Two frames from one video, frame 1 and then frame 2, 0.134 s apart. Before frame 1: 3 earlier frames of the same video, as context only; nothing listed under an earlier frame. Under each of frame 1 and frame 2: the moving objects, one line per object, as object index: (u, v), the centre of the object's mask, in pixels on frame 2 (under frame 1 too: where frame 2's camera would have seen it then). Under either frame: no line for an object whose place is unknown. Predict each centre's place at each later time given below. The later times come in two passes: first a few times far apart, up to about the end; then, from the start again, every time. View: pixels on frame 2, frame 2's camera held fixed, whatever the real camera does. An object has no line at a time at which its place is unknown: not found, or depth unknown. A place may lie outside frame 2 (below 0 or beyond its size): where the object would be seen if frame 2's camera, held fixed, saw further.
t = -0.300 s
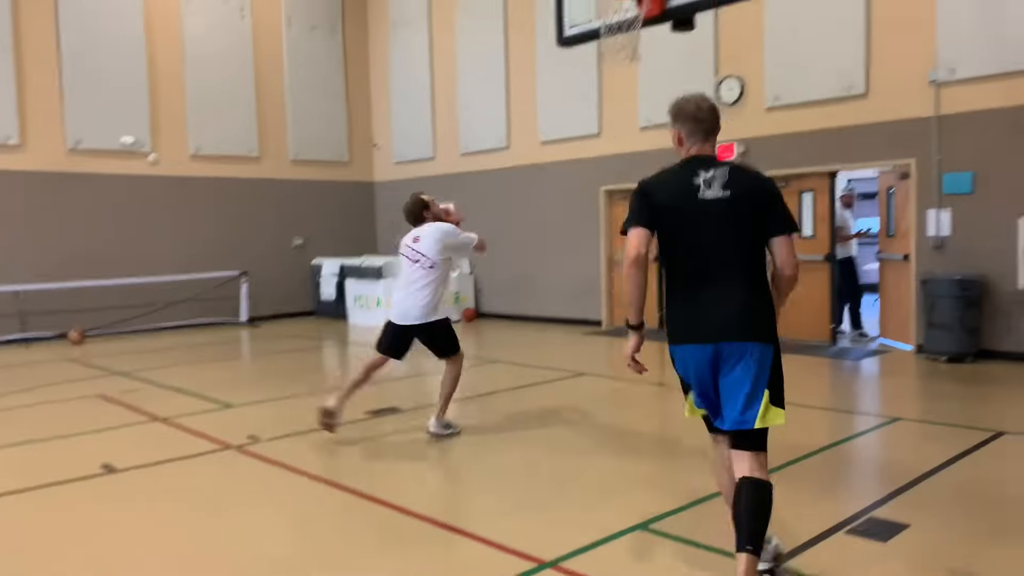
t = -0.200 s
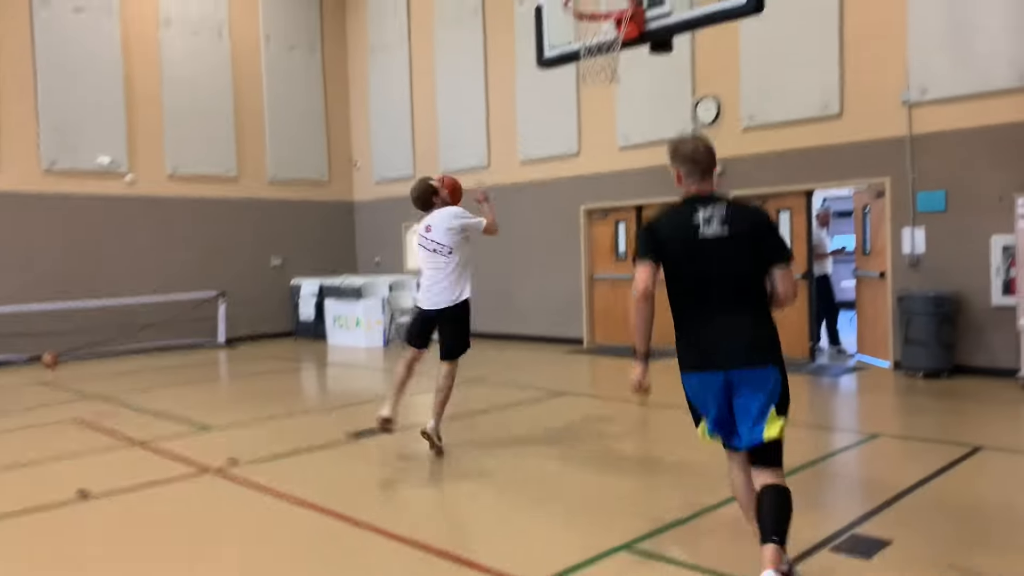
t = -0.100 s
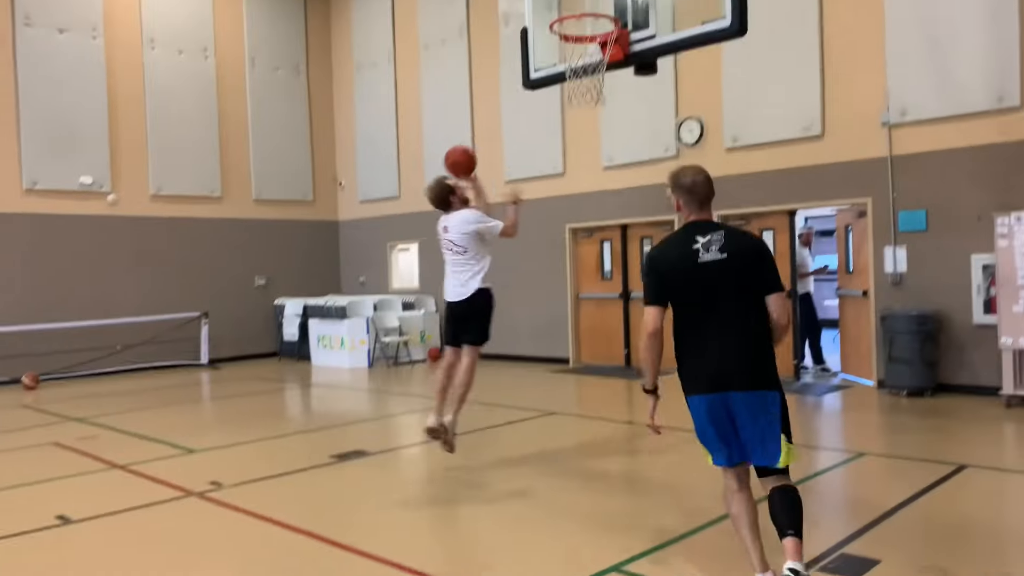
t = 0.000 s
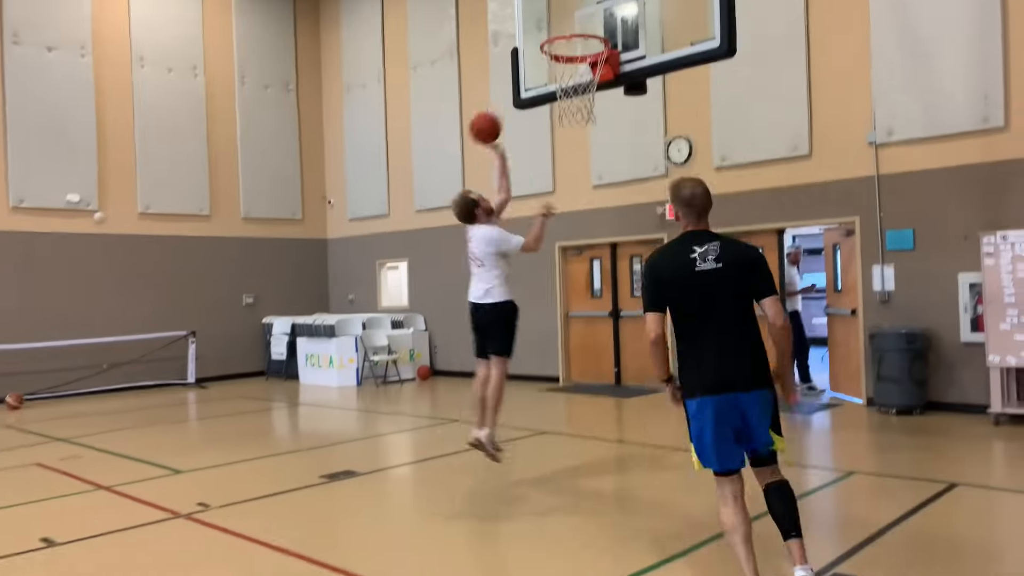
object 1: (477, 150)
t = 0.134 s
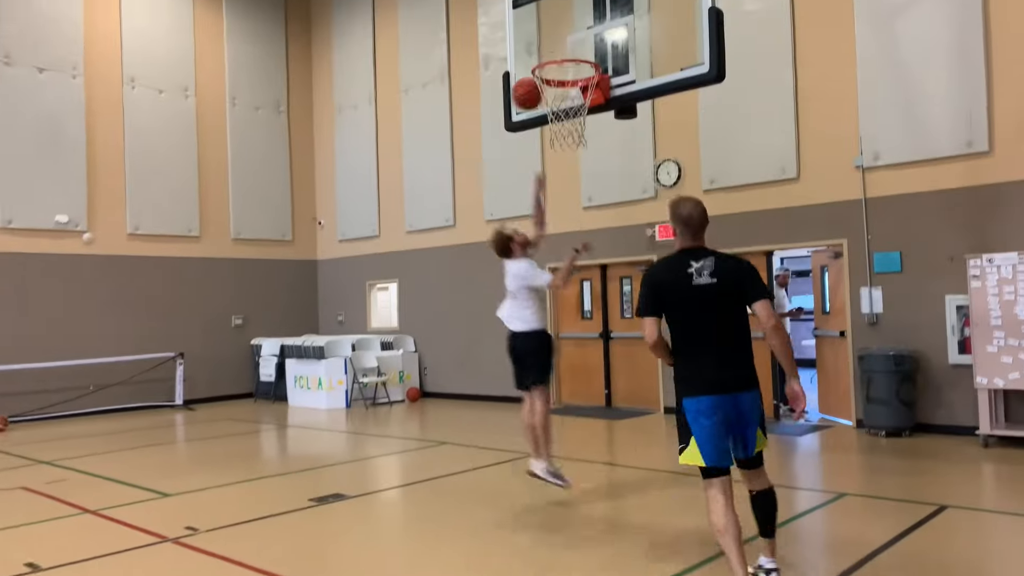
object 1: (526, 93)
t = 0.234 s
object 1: (548, 70)
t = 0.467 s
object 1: (542, 57)
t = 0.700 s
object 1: (560, 66)
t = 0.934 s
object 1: (580, 114)
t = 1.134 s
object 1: (587, 190)
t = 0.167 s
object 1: (539, 82)
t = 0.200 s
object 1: (548, 74)
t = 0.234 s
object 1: (548, 70)
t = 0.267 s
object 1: (546, 66)
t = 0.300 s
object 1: (544, 63)
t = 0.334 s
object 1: (542, 60)
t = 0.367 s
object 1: (541, 60)
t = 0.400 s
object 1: (541, 58)
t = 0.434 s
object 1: (541, 56)
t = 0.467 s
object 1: (542, 57)
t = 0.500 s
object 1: (543, 57)
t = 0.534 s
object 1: (545, 57)
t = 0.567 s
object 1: (548, 58)
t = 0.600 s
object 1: (550, 58)
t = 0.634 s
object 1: (553, 59)
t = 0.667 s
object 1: (557, 62)
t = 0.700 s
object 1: (560, 66)
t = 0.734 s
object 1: (563, 70)
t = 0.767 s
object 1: (566, 74)
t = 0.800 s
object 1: (570, 80)
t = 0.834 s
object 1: (573, 88)
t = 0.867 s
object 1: (575, 98)
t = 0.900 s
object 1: (578, 106)
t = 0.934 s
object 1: (580, 114)
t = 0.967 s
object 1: (582, 124)
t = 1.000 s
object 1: (583, 135)
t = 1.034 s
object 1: (584, 148)
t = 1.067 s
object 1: (585, 160)
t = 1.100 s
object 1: (586, 175)
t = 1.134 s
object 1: (587, 190)
